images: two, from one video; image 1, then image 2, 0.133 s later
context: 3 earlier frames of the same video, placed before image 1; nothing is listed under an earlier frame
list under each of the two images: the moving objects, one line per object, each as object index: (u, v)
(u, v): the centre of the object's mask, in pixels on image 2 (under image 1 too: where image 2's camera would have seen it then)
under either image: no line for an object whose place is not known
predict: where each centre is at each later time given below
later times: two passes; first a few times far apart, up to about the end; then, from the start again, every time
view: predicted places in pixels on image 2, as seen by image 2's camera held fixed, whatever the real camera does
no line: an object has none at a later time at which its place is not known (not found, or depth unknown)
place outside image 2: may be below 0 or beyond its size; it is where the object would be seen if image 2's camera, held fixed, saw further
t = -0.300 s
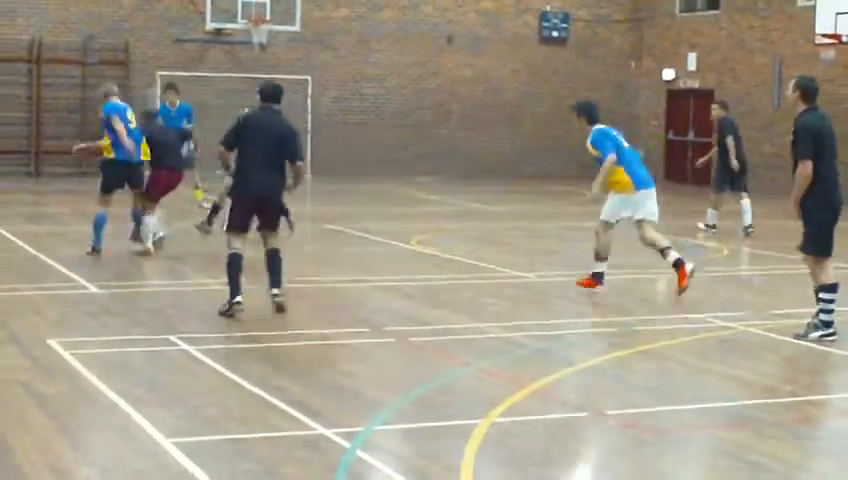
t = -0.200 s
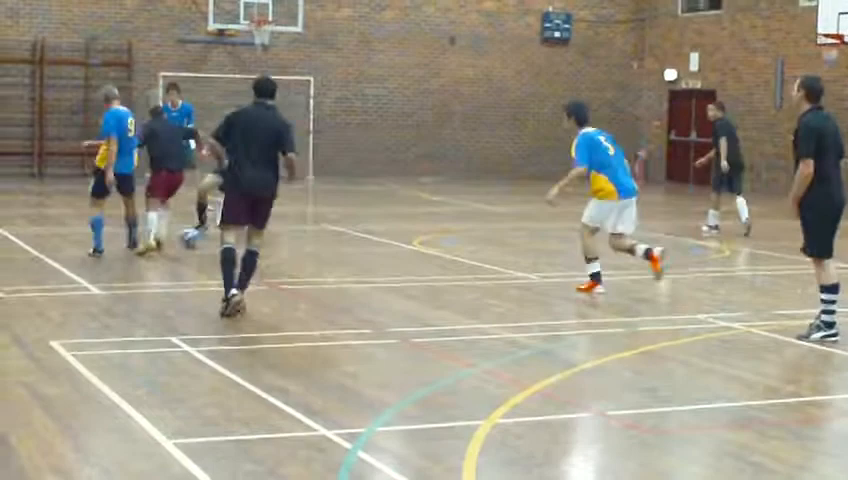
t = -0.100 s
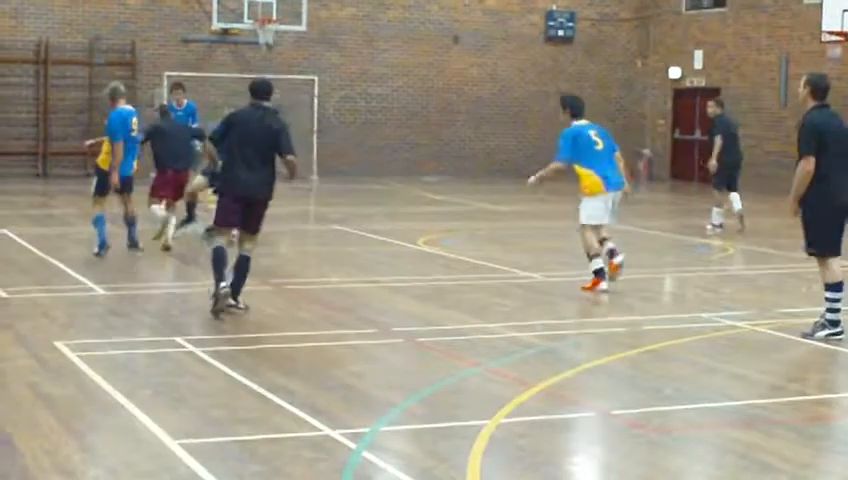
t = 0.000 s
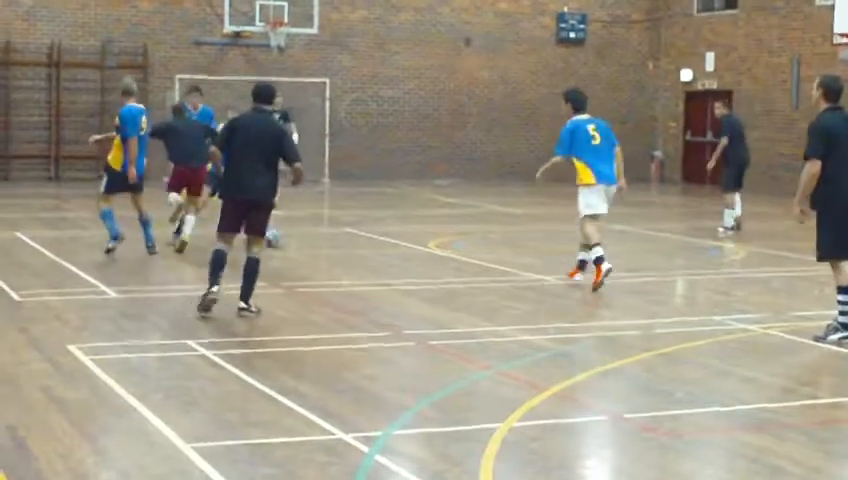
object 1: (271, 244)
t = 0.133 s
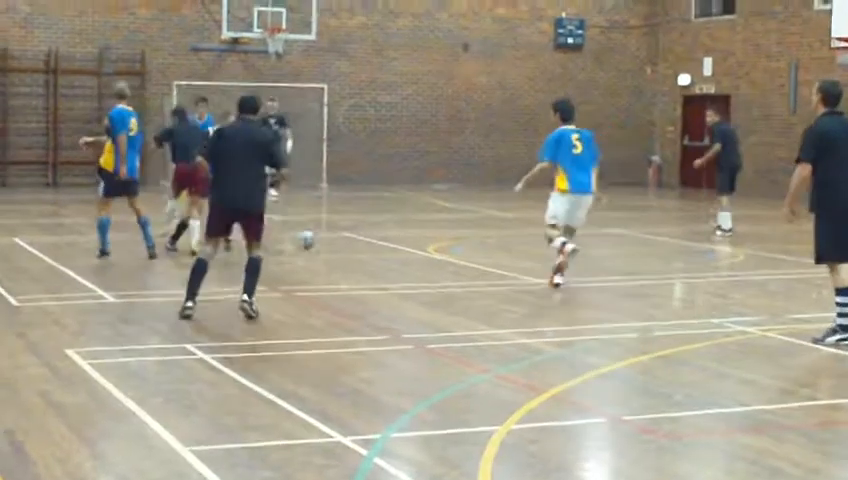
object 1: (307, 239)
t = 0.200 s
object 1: (324, 239)
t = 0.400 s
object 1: (375, 236)
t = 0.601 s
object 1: (423, 234)
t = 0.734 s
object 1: (451, 231)
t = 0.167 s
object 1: (314, 239)
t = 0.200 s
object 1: (324, 239)
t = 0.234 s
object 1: (333, 238)
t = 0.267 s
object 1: (342, 237)
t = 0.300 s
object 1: (350, 238)
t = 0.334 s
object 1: (358, 237)
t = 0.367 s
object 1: (368, 236)
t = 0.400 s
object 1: (375, 236)
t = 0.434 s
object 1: (384, 235)
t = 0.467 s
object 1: (392, 234)
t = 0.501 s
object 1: (400, 234)
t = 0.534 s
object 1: (406, 235)
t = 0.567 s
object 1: (414, 234)
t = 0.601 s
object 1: (423, 234)
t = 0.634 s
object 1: (429, 233)
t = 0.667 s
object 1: (438, 233)
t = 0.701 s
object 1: (445, 232)
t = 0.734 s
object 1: (451, 231)
